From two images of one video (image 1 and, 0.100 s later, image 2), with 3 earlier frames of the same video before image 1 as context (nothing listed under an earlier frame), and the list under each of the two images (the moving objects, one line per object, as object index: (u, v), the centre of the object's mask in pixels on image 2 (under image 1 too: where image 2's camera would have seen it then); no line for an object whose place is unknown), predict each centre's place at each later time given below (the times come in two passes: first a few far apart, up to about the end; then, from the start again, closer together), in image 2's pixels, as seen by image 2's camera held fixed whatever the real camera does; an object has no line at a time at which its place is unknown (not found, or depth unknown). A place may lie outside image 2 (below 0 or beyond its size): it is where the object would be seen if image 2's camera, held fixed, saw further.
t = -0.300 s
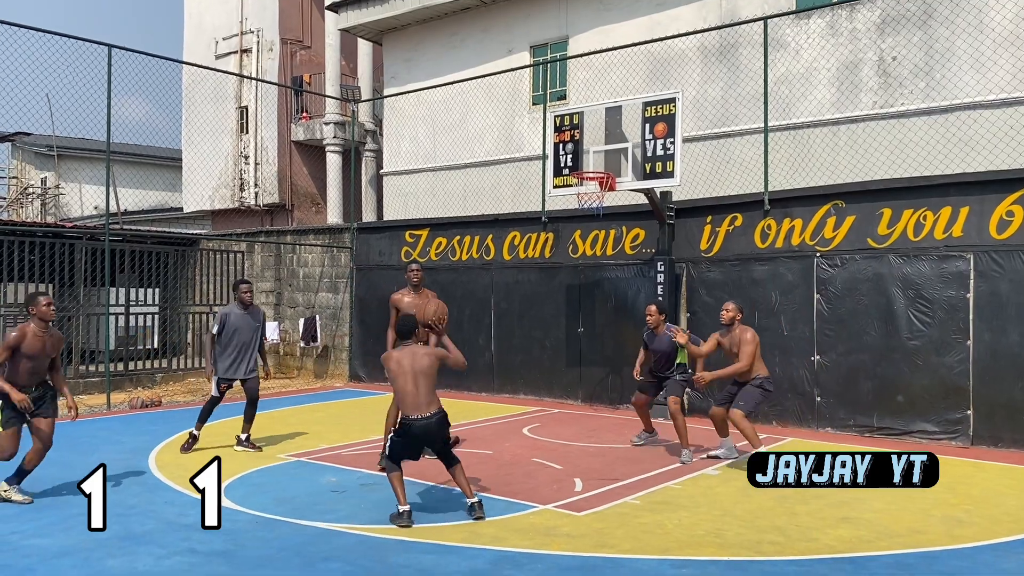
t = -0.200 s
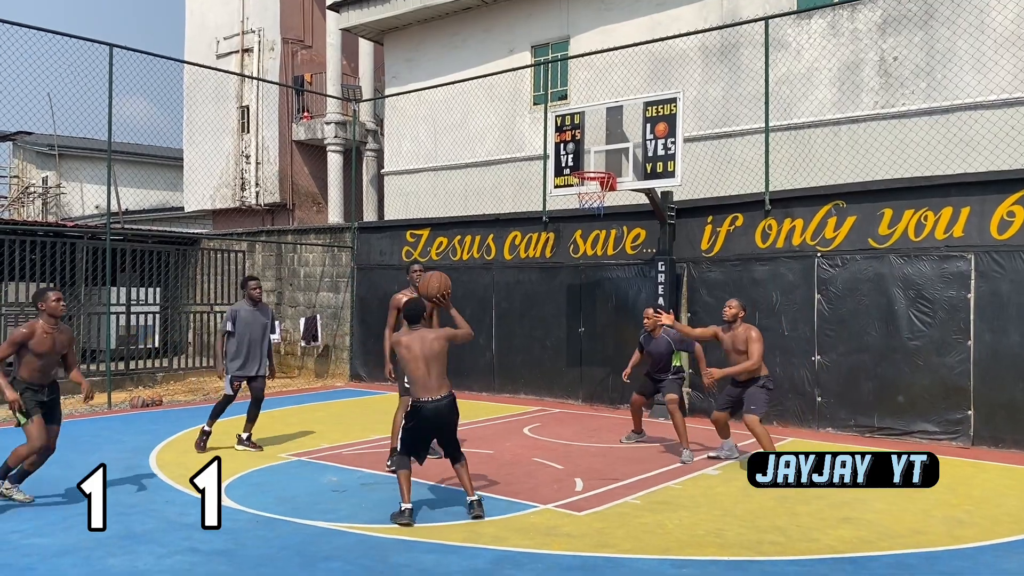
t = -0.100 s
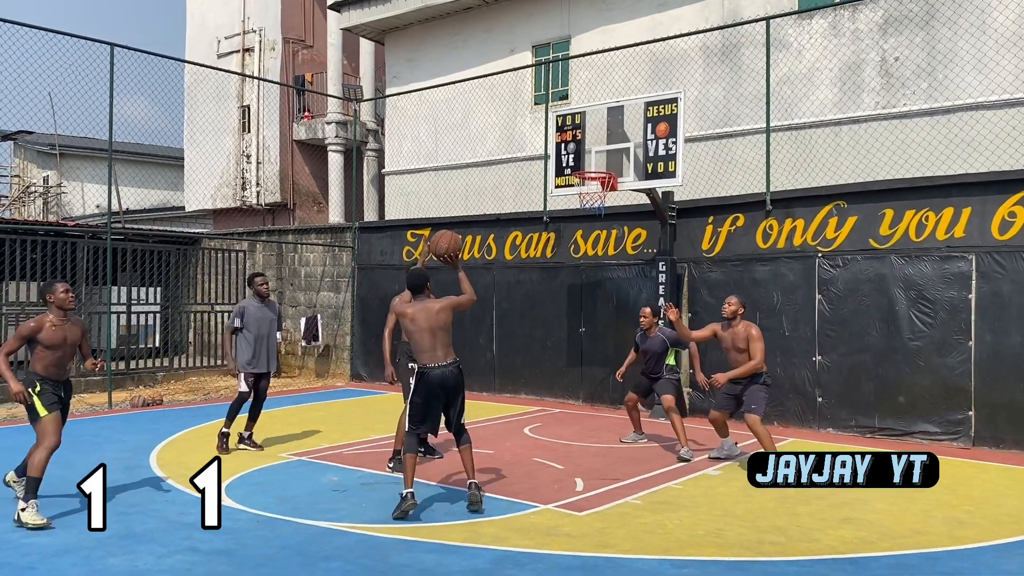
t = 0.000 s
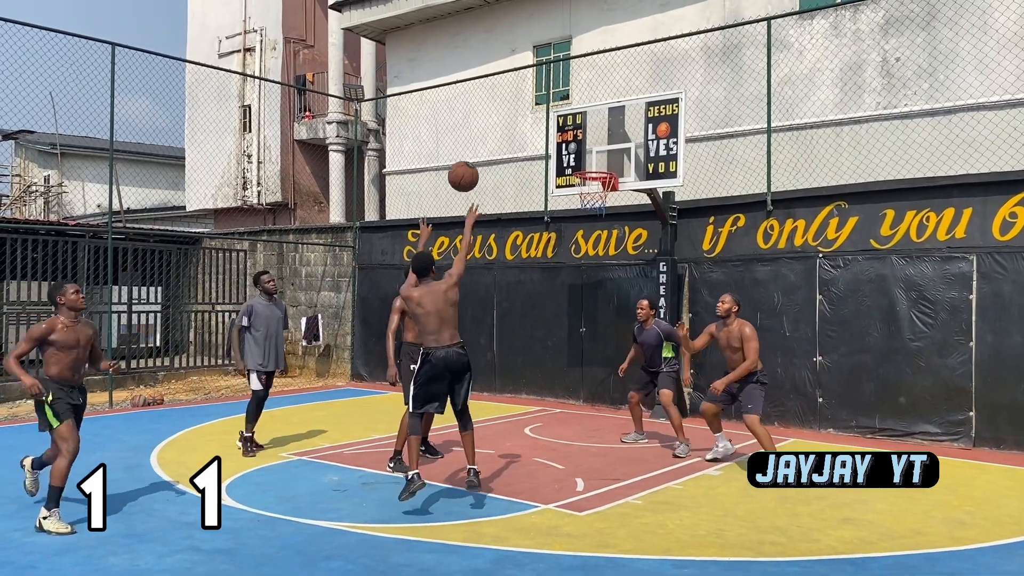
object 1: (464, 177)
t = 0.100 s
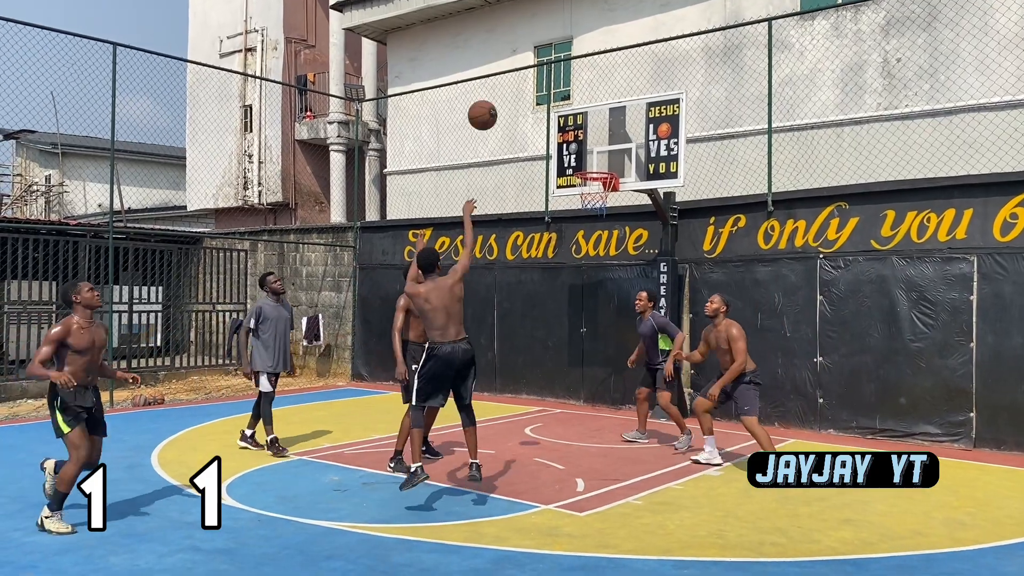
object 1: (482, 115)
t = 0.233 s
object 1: (504, 60)
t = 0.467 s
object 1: (535, 22)
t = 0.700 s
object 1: (559, 40)
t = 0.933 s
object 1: (577, 103)
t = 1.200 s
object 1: (576, 202)
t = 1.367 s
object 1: (549, 269)
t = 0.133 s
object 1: (488, 99)
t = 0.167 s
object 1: (493, 84)
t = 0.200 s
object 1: (499, 71)
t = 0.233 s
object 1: (504, 60)
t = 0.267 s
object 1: (509, 50)
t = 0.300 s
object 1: (514, 42)
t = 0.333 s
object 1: (519, 36)
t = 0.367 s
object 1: (523, 30)
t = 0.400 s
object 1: (527, 26)
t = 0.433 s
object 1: (531, 23)
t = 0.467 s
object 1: (535, 22)
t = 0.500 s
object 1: (539, 21)
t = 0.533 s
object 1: (542, 22)
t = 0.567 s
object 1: (546, 23)
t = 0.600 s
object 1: (549, 26)
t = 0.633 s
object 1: (553, 30)
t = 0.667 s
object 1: (556, 34)
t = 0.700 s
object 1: (559, 40)
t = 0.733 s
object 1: (562, 47)
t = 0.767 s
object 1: (565, 54)
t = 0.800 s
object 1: (568, 63)
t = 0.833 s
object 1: (570, 72)
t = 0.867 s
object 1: (573, 82)
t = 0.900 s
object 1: (575, 92)
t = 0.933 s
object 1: (577, 103)
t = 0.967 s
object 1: (579, 115)
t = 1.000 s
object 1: (581, 128)
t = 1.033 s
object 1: (583, 140)
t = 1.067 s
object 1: (586, 154)
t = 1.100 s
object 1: (587, 166)
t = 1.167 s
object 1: (582, 193)
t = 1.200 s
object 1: (576, 202)
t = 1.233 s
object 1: (571, 214)
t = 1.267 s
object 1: (566, 225)
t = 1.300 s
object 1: (560, 239)
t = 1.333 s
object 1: (555, 254)
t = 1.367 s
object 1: (549, 269)
